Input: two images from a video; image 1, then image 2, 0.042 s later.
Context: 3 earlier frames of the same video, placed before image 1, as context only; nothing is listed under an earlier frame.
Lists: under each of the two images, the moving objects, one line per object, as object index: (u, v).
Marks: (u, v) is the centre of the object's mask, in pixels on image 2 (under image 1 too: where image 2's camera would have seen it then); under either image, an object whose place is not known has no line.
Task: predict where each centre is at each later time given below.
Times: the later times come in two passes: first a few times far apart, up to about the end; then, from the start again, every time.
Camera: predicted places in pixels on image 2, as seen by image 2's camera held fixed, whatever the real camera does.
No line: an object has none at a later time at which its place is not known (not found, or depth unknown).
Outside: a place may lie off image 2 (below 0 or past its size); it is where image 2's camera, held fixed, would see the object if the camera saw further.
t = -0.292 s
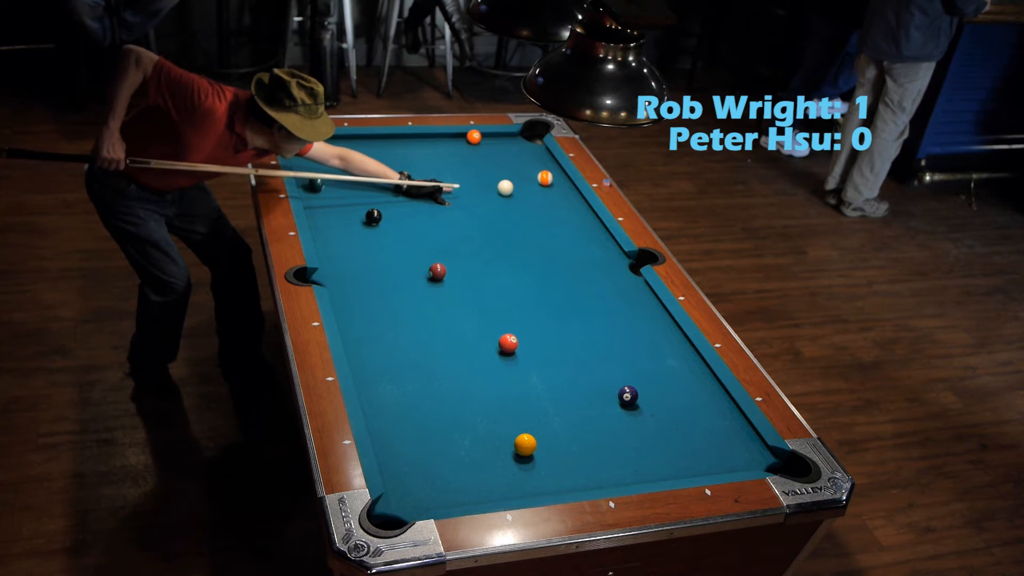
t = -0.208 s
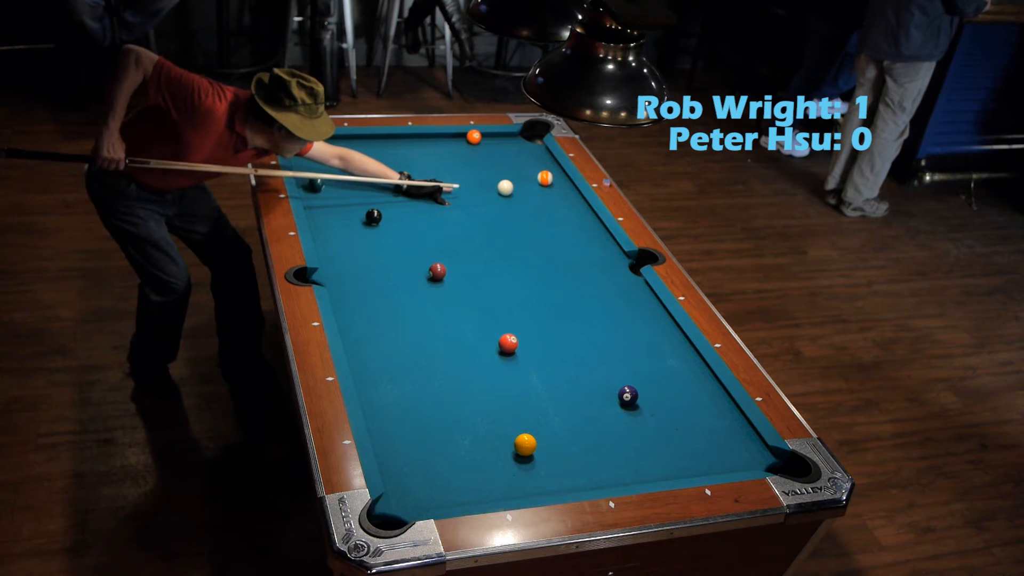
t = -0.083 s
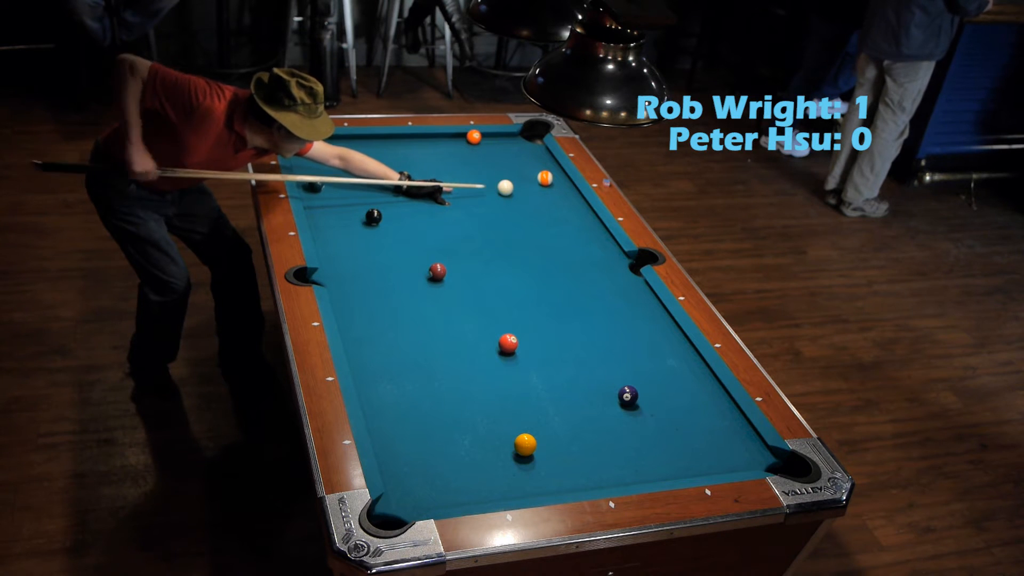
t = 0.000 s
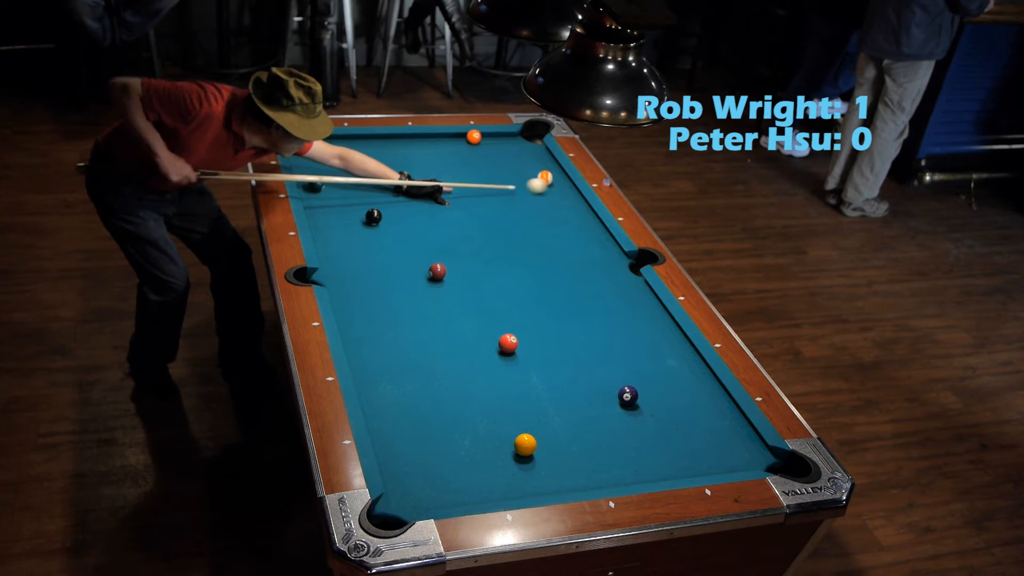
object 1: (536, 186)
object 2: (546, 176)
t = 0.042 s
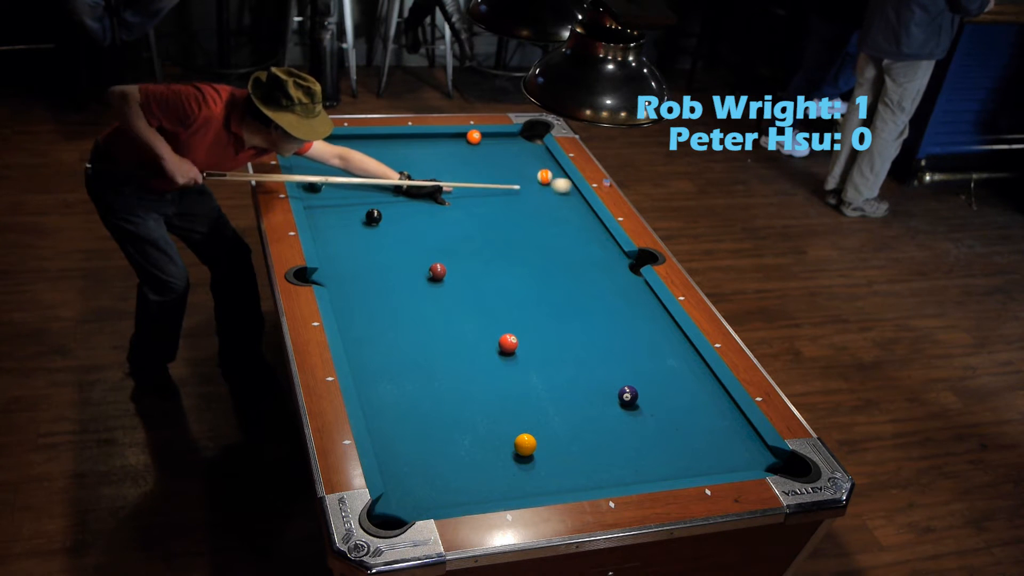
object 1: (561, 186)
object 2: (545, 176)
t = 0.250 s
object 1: (519, 187)
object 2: (543, 167)
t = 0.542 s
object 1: (442, 189)
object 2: (541, 156)
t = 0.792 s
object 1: (374, 191)
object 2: (540, 148)
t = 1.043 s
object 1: (307, 192)
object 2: (534, 141)
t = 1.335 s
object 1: (345, 190)
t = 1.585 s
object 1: (375, 188)
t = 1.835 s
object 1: (403, 186)
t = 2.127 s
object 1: (433, 184)
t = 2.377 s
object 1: (456, 182)
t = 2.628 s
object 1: (478, 181)
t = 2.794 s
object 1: (491, 180)
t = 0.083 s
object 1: (564, 186)
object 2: (544, 175)
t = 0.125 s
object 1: (552, 187)
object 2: (544, 172)
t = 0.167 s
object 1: (541, 187)
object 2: (544, 171)
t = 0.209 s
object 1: (530, 187)
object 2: (543, 169)
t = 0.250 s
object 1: (519, 187)
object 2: (543, 167)
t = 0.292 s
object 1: (508, 188)
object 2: (543, 166)
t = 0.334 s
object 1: (497, 188)
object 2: (543, 164)
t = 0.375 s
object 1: (486, 188)
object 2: (542, 163)
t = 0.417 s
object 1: (475, 188)
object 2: (542, 161)
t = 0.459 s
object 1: (464, 189)
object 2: (542, 159)
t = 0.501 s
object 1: (453, 189)
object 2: (542, 158)
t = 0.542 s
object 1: (442, 189)
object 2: (541, 156)
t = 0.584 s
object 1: (431, 189)
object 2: (541, 155)
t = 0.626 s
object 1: (419, 190)
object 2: (541, 153)
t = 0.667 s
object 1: (408, 190)
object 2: (541, 152)
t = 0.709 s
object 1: (397, 190)
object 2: (540, 150)
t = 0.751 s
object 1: (385, 191)
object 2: (540, 149)
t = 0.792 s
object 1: (374, 191)
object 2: (540, 148)
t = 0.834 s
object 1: (363, 191)
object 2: (540, 146)
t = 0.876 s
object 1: (352, 191)
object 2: (539, 145)
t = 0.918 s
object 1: (340, 192)
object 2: (538, 144)
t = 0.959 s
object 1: (329, 192)
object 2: (537, 143)
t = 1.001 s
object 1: (318, 192)
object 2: (536, 142)
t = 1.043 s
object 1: (307, 192)
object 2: (534, 141)
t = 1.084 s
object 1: (311, 192)
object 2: (533, 140)
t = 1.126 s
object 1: (318, 192)
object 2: (532, 139)
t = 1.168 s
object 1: (324, 192)
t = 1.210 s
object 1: (329, 191)
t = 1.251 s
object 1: (335, 191)
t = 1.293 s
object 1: (340, 190)
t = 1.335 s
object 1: (345, 190)
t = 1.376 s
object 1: (350, 189)
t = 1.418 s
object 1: (355, 189)
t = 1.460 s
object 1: (361, 189)
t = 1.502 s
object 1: (366, 188)
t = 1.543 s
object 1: (370, 188)
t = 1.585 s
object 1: (375, 188)
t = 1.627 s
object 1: (380, 188)
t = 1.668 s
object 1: (385, 187)
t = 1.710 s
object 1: (390, 187)
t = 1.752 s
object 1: (394, 187)
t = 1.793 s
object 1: (399, 186)
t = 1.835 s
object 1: (403, 186)
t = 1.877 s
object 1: (407, 185)
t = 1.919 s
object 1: (412, 185)
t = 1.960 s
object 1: (416, 185)
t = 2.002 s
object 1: (420, 185)
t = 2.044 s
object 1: (424, 185)
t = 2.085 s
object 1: (429, 184)
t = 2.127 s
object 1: (433, 184)
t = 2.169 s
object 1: (437, 184)
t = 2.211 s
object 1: (441, 183)
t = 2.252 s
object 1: (445, 183)
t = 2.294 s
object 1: (448, 183)
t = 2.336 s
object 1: (452, 183)
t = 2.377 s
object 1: (456, 182)
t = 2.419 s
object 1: (460, 182)
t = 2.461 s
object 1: (463, 182)
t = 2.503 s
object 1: (467, 181)
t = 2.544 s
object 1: (471, 181)
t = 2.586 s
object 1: (474, 181)
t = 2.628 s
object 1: (478, 181)
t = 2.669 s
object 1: (481, 180)
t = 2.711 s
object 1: (484, 180)
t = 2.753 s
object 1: (488, 180)
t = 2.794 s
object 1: (491, 180)
